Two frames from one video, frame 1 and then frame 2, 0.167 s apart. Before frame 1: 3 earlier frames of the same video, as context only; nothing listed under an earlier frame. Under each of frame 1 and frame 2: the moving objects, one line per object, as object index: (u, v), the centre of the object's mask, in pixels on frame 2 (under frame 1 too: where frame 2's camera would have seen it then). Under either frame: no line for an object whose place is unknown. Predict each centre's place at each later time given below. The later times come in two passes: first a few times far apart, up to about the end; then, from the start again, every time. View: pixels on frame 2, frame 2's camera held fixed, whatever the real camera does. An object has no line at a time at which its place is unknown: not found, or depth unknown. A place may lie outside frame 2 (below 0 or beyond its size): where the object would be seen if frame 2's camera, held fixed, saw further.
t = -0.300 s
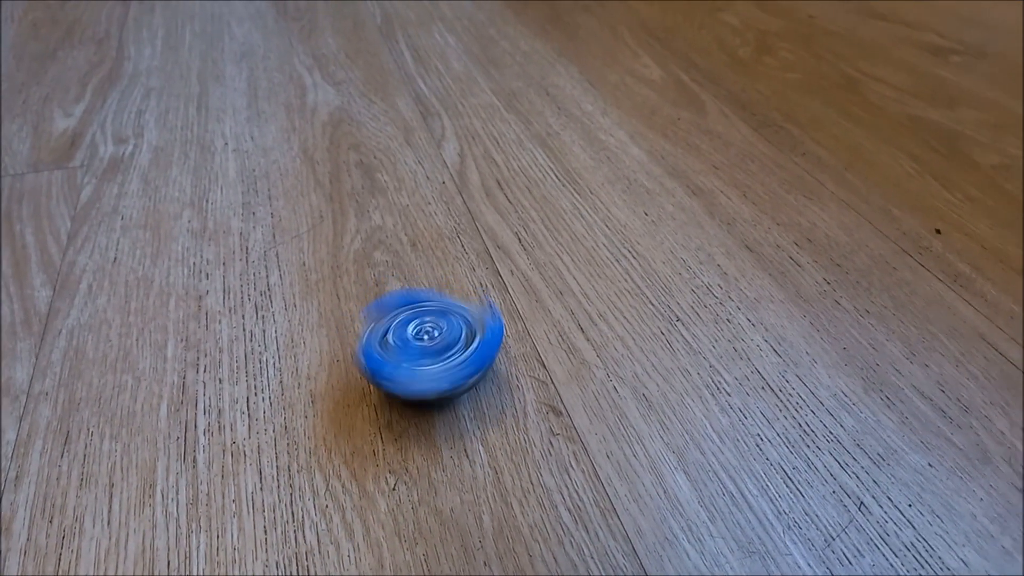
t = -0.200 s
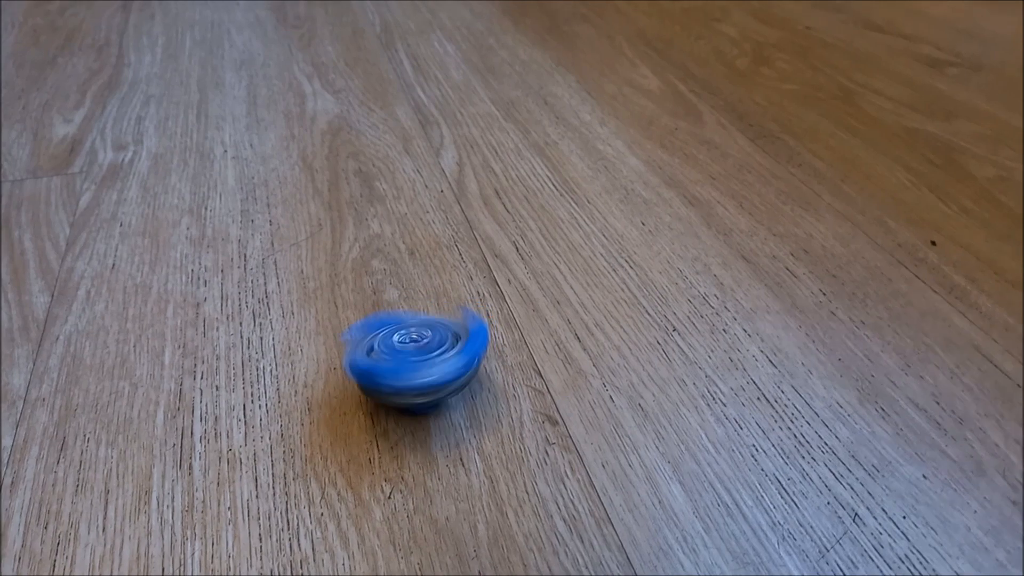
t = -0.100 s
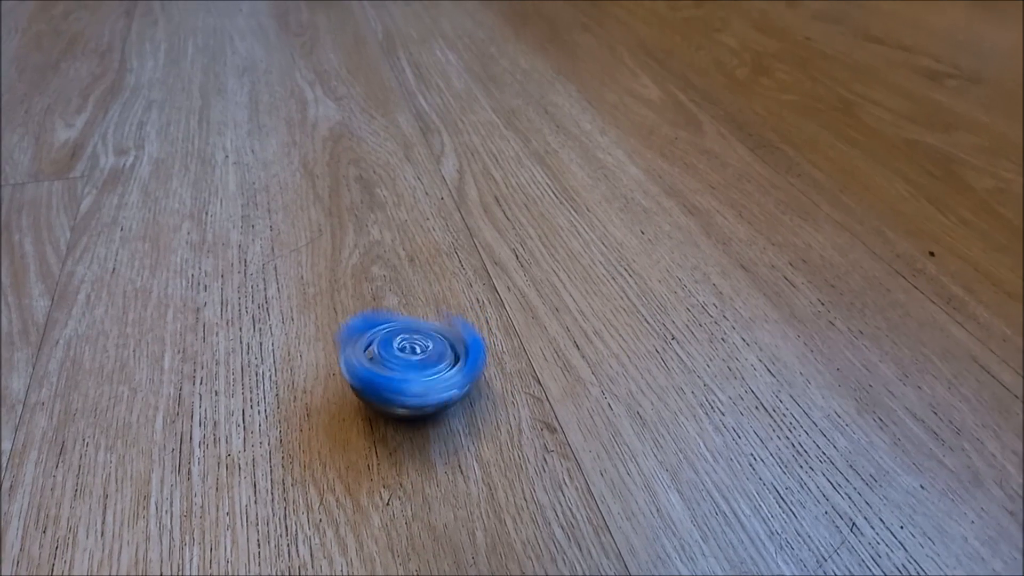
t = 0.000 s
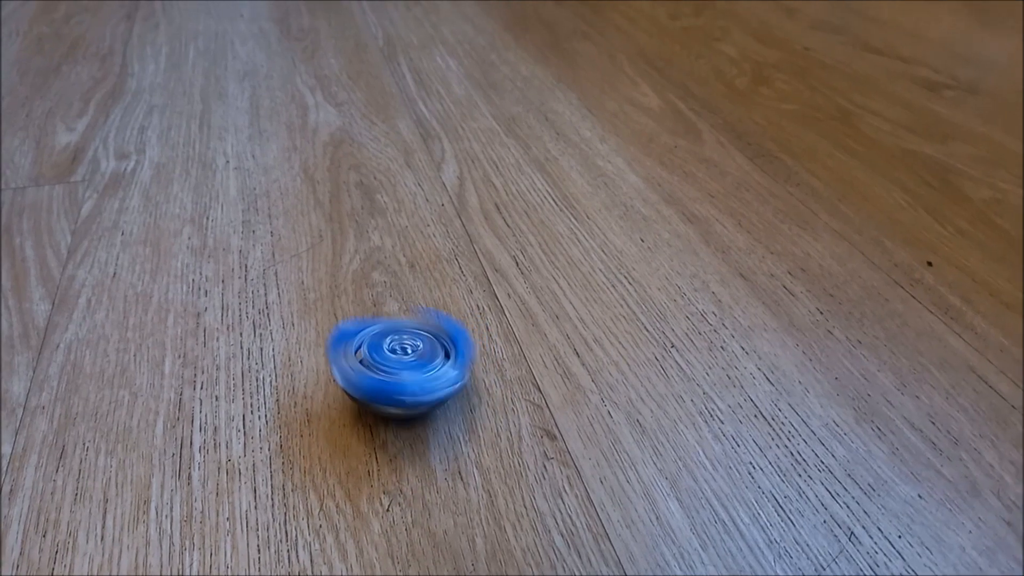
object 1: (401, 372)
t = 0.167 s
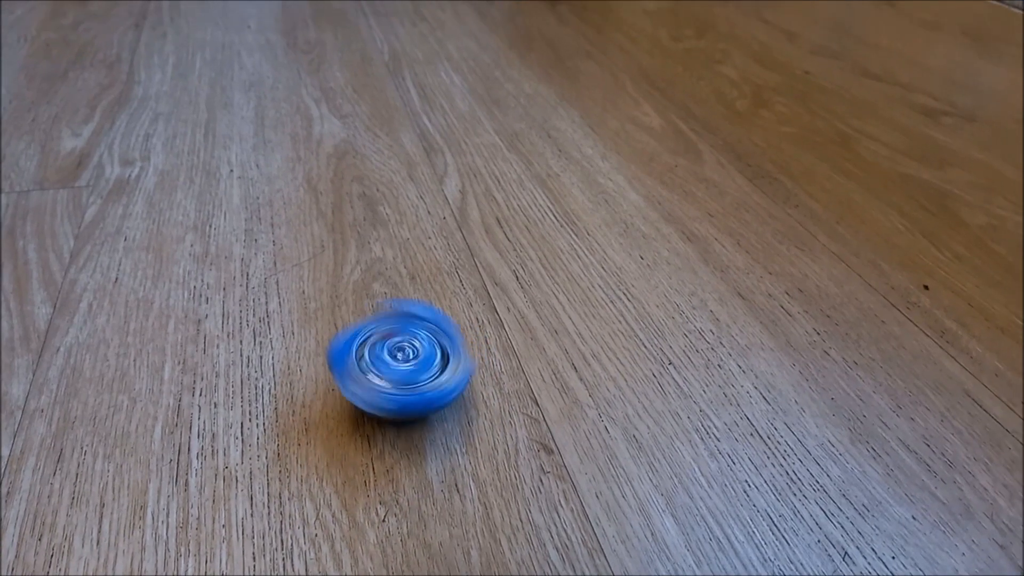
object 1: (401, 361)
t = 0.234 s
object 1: (404, 355)
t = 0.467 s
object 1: (415, 357)
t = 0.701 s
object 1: (409, 364)
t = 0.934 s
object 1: (403, 358)
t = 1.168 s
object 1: (408, 350)
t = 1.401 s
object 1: (407, 355)
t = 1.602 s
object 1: (397, 353)
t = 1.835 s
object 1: (402, 344)
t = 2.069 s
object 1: (405, 349)
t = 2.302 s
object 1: (393, 345)
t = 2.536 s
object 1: (393, 340)
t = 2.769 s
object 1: (389, 345)
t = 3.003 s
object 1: (388, 342)
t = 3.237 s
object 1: (391, 339)
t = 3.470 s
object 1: (383, 339)
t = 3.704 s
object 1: (381, 328)
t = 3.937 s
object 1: (374, 339)
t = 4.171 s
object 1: (345, 338)
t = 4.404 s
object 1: (339, 321)
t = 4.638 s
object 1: (348, 327)
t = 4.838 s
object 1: (338, 331)
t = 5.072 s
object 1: (341, 319)
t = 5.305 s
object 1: (339, 329)
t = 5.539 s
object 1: (333, 318)
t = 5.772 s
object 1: (340, 322)
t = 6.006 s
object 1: (336, 321)
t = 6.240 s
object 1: (337, 316)
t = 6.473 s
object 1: (330, 307)
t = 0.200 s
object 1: (399, 358)
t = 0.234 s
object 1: (404, 355)
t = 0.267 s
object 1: (410, 355)
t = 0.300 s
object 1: (410, 357)
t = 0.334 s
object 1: (408, 356)
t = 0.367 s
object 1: (408, 356)
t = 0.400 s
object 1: (409, 356)
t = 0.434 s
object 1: (411, 356)
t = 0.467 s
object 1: (415, 357)
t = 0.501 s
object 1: (416, 361)
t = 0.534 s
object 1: (412, 364)
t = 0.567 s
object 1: (410, 364)
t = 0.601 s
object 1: (408, 364)
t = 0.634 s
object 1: (408, 365)
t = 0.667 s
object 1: (410, 364)
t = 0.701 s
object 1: (409, 364)
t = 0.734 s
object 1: (404, 365)
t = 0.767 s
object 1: (398, 362)
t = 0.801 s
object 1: (394, 360)
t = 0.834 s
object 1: (394, 359)
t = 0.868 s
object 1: (395, 357)
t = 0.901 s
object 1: (400, 356)
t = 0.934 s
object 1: (403, 358)
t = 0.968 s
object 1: (399, 356)
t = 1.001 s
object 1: (397, 353)
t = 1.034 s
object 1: (396, 351)
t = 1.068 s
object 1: (399, 349)
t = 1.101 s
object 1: (405, 347)
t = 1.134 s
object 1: (408, 348)
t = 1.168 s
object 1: (408, 350)
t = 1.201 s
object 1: (407, 350)
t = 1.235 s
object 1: (408, 350)
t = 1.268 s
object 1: (409, 351)
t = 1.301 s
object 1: (408, 352)
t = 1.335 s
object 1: (409, 352)
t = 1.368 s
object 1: (410, 353)
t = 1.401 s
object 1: (407, 355)
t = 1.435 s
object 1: (403, 355)
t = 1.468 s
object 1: (398, 354)
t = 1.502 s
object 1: (395, 356)
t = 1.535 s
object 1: (394, 356)
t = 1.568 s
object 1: (396, 354)
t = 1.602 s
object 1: (397, 353)
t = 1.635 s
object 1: (396, 352)
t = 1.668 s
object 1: (395, 350)
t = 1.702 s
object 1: (395, 350)
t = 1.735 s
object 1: (392, 349)
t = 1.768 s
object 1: (392, 345)
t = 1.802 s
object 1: (396, 343)
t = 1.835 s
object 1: (402, 344)
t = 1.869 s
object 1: (404, 344)
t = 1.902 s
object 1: (404, 346)
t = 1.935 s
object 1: (401, 347)
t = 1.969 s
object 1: (399, 348)
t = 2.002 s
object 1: (400, 347)
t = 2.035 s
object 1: (403, 348)
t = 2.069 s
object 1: (405, 349)
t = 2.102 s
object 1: (403, 349)
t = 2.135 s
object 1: (400, 349)
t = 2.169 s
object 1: (396, 349)
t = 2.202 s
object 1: (394, 349)
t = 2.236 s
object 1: (394, 347)
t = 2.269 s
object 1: (393, 345)
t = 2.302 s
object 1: (393, 345)
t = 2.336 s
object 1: (393, 344)
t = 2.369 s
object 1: (396, 343)
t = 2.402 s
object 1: (396, 344)
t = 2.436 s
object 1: (394, 344)
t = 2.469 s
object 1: (392, 342)
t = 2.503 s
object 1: (392, 340)
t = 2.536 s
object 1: (393, 340)
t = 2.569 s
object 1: (393, 340)
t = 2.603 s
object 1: (395, 340)
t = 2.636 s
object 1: (395, 341)
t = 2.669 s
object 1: (394, 343)
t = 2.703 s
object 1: (392, 343)
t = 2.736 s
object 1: (391, 343)
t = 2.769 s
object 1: (389, 345)
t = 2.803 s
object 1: (384, 344)
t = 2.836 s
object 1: (384, 343)
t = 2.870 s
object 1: (384, 343)
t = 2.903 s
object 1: (386, 342)
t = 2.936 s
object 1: (387, 341)
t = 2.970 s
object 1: (389, 341)
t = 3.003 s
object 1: (388, 342)
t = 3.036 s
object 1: (384, 341)
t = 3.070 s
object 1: (384, 339)
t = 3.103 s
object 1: (384, 338)
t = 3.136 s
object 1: (385, 338)
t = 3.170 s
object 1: (386, 337)
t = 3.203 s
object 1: (389, 337)
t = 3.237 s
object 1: (391, 339)
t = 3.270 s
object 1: (388, 340)
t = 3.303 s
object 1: (385, 340)
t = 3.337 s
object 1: (383, 340)
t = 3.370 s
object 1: (381, 341)
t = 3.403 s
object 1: (379, 341)
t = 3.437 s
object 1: (381, 340)
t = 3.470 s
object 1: (383, 339)
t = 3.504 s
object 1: (382, 338)
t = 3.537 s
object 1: (378, 336)
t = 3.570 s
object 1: (378, 334)
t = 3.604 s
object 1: (376, 333)
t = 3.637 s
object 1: (375, 331)
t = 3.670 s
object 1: (378, 329)
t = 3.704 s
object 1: (381, 328)
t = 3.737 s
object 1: (384, 330)
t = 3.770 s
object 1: (384, 331)
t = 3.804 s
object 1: (383, 333)
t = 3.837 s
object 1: (378, 336)
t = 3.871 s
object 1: (374, 337)
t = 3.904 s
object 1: (372, 339)
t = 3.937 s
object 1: (374, 339)
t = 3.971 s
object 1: (378, 341)
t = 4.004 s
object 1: (377, 342)
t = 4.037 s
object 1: (370, 344)
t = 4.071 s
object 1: (360, 345)
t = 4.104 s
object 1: (351, 347)
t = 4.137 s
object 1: (347, 344)
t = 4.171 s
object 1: (345, 338)
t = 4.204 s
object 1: (341, 336)
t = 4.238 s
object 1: (340, 336)
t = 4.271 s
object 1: (340, 331)
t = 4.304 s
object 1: (340, 327)
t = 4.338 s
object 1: (338, 324)
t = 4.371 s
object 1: (339, 323)
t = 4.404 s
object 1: (339, 321)
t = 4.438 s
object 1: (343, 323)
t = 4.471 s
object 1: (345, 323)
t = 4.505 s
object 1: (347, 323)
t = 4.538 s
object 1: (348, 323)
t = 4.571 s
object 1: (351, 322)
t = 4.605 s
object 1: (350, 324)
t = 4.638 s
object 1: (348, 327)
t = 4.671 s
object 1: (346, 331)
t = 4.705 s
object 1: (346, 332)
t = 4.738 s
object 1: (343, 333)
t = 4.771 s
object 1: (341, 335)
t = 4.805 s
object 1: (338, 333)
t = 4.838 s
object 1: (338, 331)
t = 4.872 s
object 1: (336, 327)
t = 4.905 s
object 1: (335, 326)
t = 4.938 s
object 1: (336, 325)
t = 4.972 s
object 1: (341, 324)
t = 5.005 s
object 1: (341, 323)
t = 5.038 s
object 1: (341, 320)
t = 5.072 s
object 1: (341, 319)
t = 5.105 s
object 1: (341, 318)
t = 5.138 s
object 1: (340, 321)
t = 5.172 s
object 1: (337, 324)
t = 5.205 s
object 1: (339, 326)
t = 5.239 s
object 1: (340, 327)
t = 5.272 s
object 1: (340, 328)
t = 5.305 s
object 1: (339, 329)
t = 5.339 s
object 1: (339, 330)
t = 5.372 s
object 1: (335, 326)
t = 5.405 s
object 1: (336, 322)
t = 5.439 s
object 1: (331, 321)
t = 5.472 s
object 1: (329, 319)
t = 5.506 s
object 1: (328, 318)
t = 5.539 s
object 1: (333, 318)
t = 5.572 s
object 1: (336, 320)
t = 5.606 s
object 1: (337, 323)
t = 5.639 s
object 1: (338, 322)
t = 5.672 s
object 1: (340, 319)
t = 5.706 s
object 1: (342, 320)
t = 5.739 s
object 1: (340, 321)
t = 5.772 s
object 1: (340, 322)
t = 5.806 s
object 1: (335, 324)
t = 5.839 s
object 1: (336, 325)
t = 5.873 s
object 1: (333, 324)
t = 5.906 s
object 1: (330, 324)
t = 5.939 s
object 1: (330, 323)
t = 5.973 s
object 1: (332, 322)
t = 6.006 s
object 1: (336, 321)
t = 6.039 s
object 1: (339, 321)
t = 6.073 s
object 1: (338, 321)
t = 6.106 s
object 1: (337, 320)
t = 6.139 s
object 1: (337, 317)
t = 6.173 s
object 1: (337, 315)
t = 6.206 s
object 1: (337, 316)
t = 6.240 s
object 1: (337, 316)
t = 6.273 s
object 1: (336, 317)
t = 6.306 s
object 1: (335, 316)
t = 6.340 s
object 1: (335, 315)
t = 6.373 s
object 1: (335, 314)
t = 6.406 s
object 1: (335, 311)
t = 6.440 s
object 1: (334, 309)
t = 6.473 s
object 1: (330, 307)
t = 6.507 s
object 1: (326, 306)
